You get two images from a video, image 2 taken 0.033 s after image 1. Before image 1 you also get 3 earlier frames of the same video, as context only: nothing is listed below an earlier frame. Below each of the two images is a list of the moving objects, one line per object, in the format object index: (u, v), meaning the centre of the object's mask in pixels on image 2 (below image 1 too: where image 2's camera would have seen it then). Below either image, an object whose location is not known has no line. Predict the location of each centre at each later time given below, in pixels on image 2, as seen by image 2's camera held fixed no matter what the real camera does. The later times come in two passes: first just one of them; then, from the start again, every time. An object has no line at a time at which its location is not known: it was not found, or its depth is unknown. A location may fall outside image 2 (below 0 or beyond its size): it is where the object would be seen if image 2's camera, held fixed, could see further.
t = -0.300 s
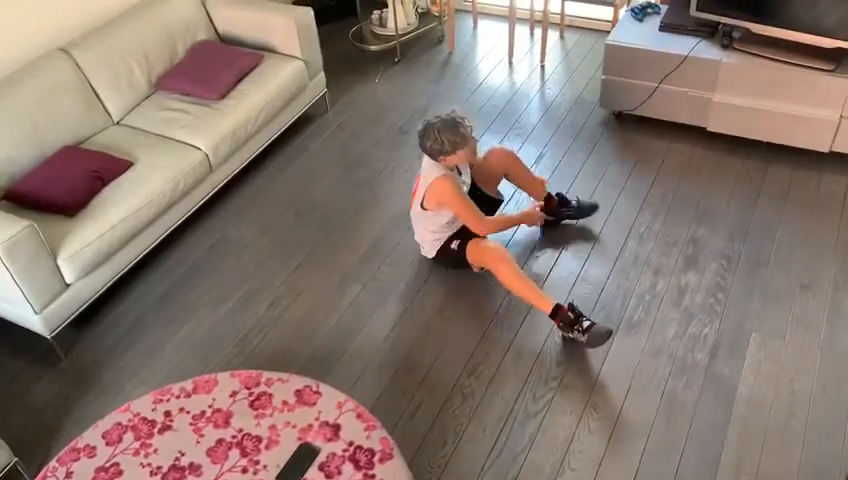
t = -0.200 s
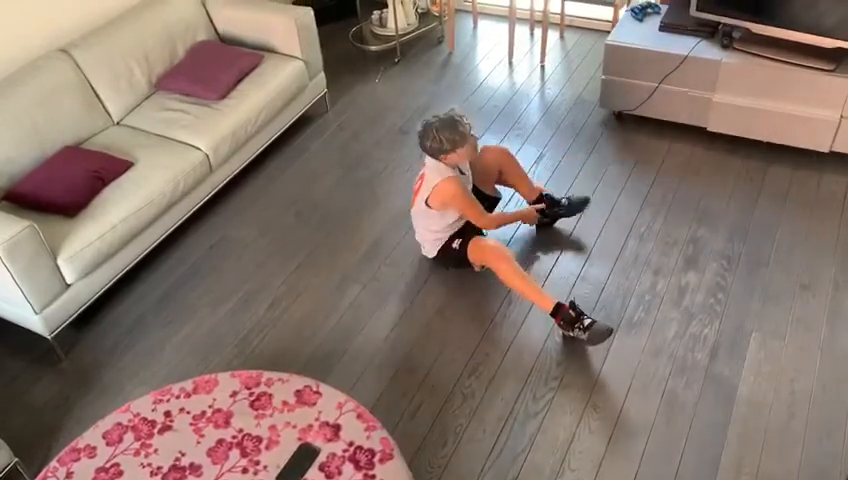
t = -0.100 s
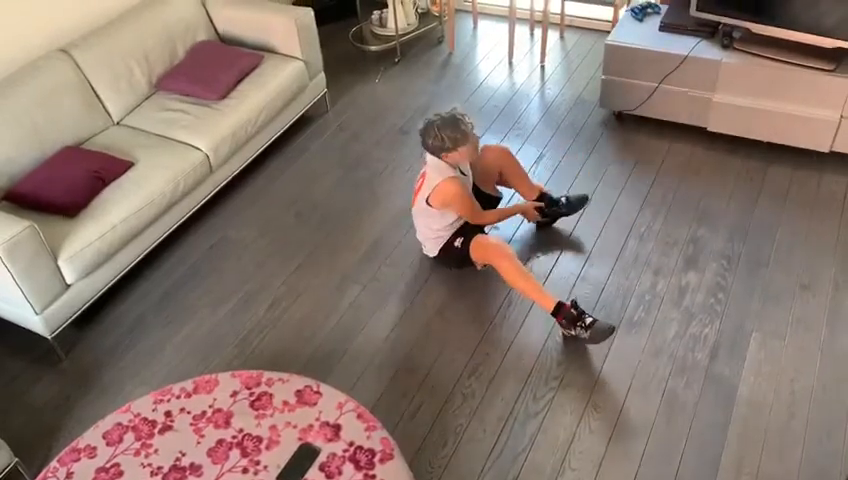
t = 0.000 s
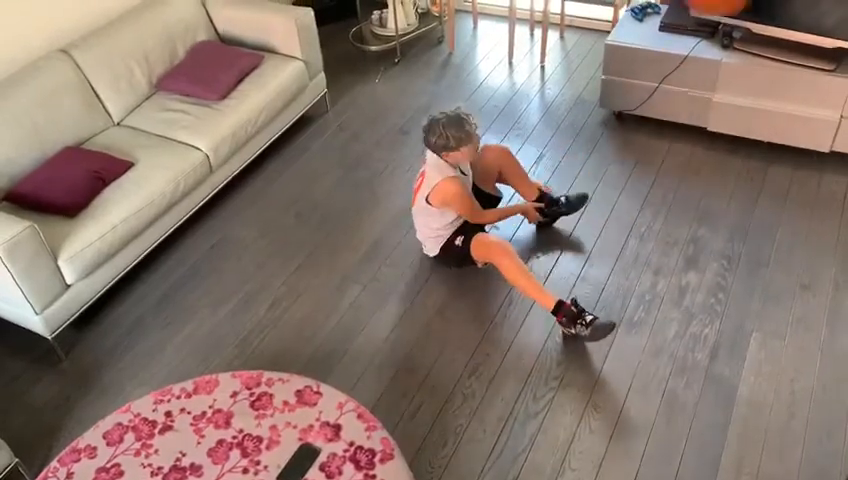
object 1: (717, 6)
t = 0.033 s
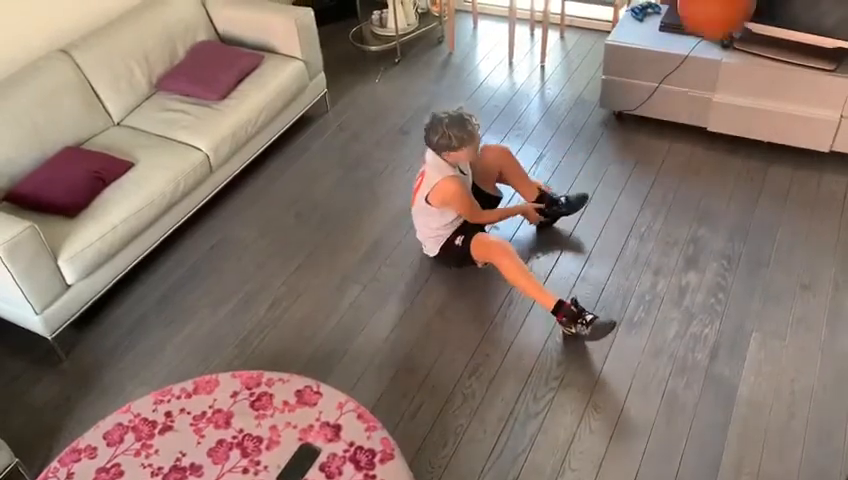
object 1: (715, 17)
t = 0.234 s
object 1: (689, 165)
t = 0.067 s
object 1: (713, 27)
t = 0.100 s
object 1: (709, 49)
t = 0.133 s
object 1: (705, 79)
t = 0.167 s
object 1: (699, 109)
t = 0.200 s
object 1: (694, 137)
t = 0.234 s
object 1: (689, 165)
